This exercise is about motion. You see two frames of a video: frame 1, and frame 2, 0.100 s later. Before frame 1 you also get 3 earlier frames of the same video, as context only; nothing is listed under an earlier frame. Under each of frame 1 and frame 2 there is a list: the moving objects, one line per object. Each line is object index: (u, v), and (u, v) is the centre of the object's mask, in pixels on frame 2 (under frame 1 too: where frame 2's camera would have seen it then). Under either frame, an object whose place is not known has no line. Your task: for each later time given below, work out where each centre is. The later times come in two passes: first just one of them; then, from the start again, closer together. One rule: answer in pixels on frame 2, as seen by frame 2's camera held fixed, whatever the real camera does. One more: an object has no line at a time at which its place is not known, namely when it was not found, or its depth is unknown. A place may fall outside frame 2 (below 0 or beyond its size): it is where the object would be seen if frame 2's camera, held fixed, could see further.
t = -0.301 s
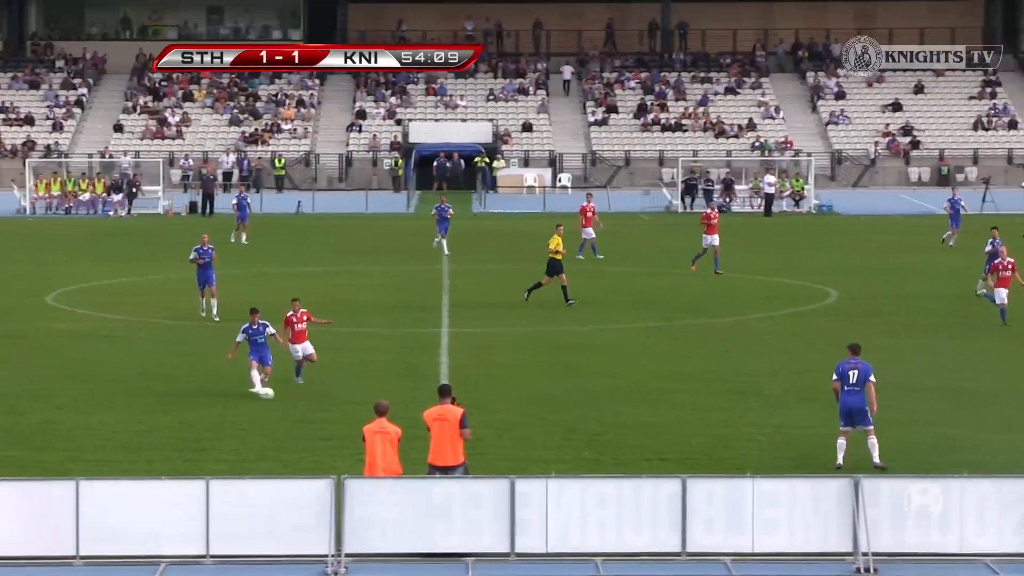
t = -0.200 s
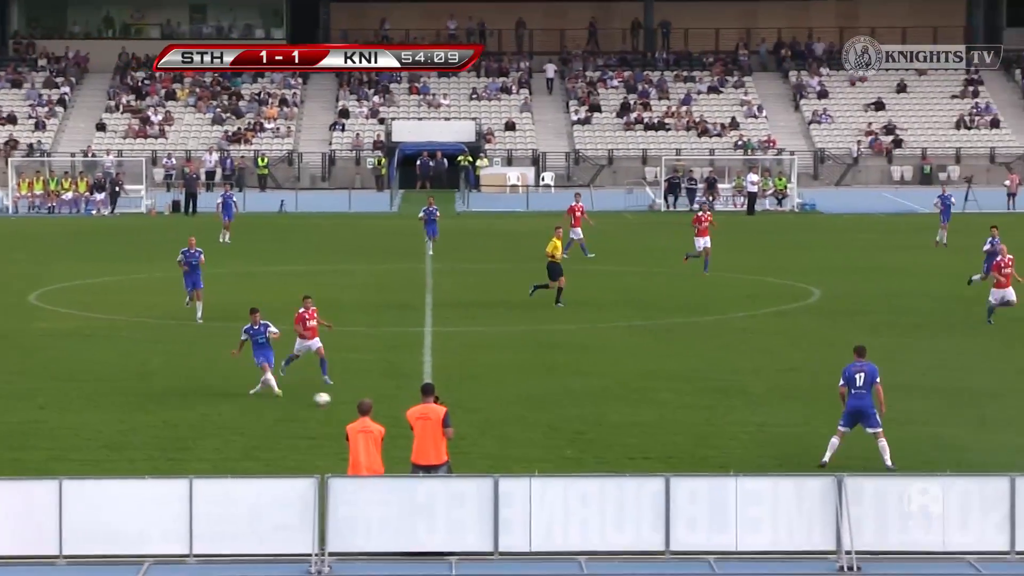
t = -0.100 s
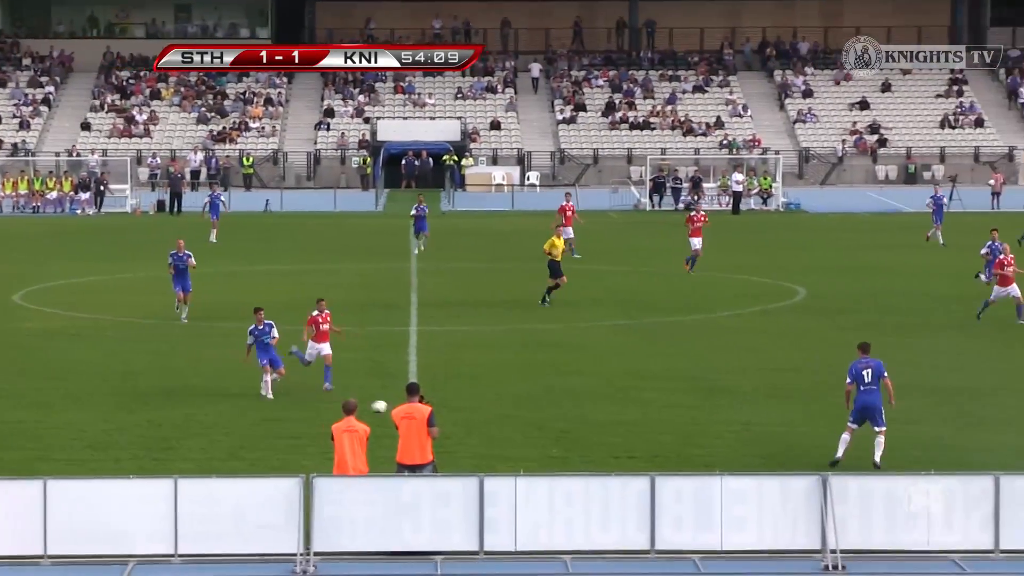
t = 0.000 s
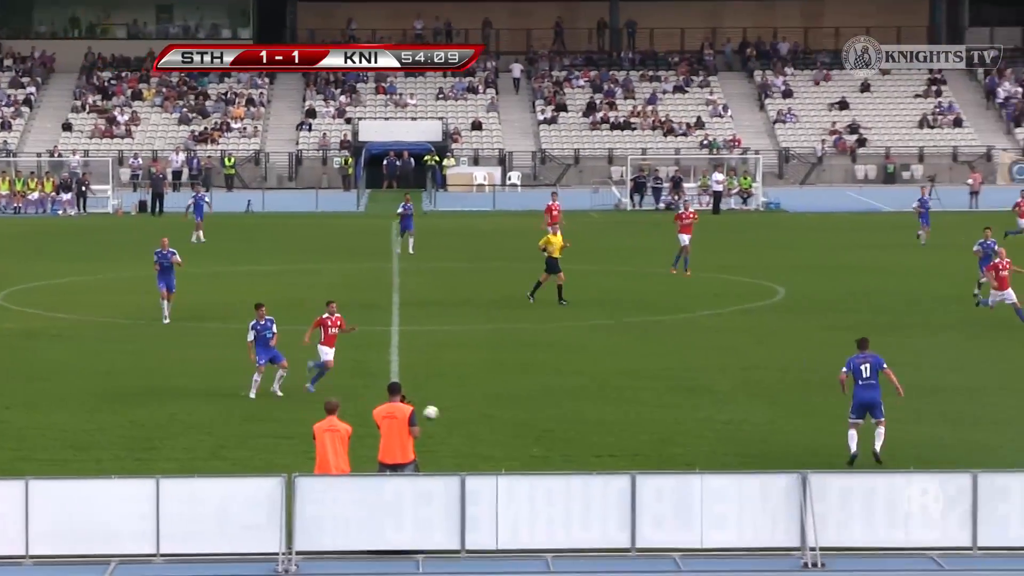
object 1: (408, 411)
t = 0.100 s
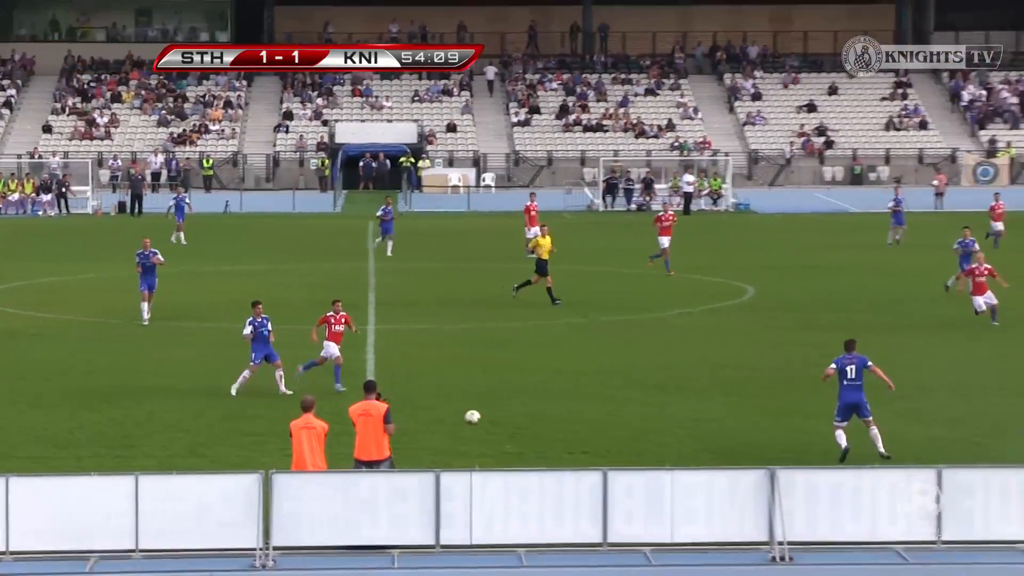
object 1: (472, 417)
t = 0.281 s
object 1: (587, 430)
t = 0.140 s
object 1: (498, 418)
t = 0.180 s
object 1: (524, 423)
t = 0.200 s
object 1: (537, 425)
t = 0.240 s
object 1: (562, 429)
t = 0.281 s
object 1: (587, 430)
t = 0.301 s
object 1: (599, 431)
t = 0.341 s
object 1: (623, 433)
